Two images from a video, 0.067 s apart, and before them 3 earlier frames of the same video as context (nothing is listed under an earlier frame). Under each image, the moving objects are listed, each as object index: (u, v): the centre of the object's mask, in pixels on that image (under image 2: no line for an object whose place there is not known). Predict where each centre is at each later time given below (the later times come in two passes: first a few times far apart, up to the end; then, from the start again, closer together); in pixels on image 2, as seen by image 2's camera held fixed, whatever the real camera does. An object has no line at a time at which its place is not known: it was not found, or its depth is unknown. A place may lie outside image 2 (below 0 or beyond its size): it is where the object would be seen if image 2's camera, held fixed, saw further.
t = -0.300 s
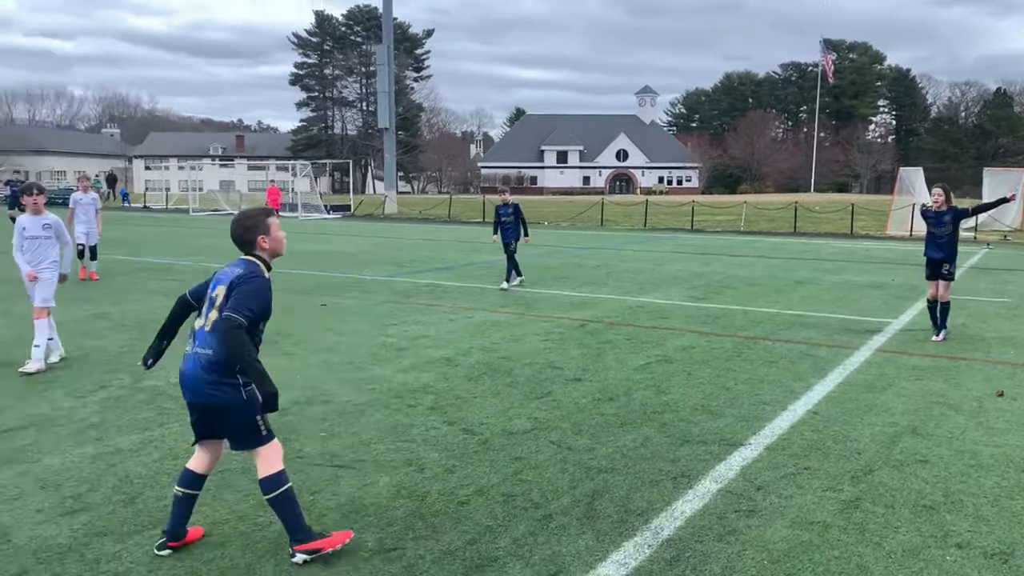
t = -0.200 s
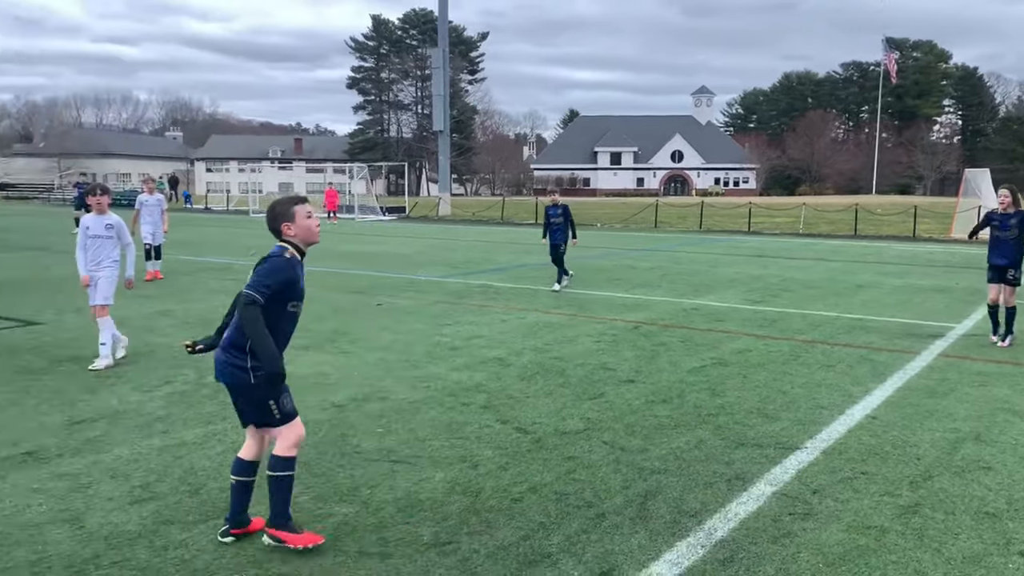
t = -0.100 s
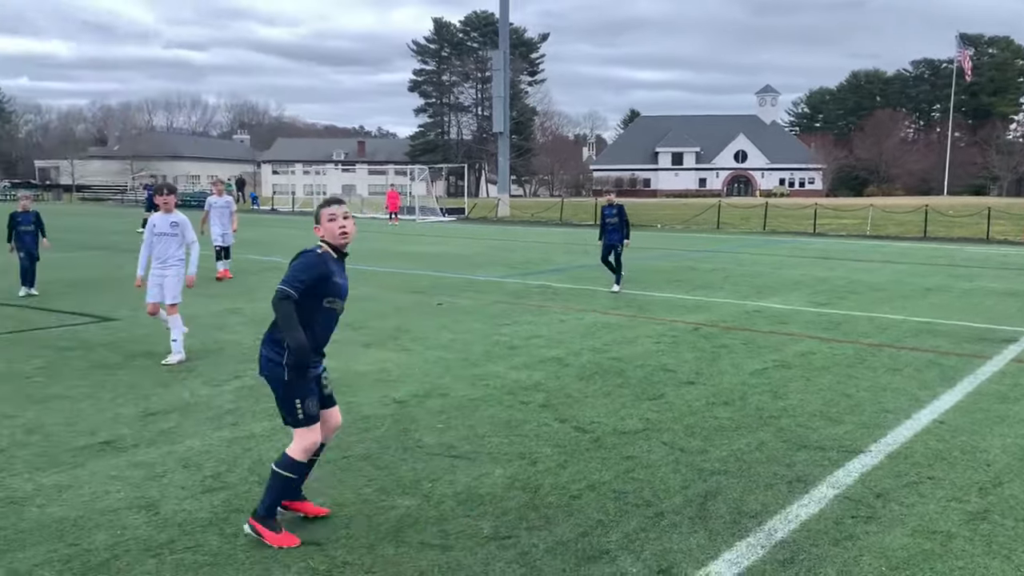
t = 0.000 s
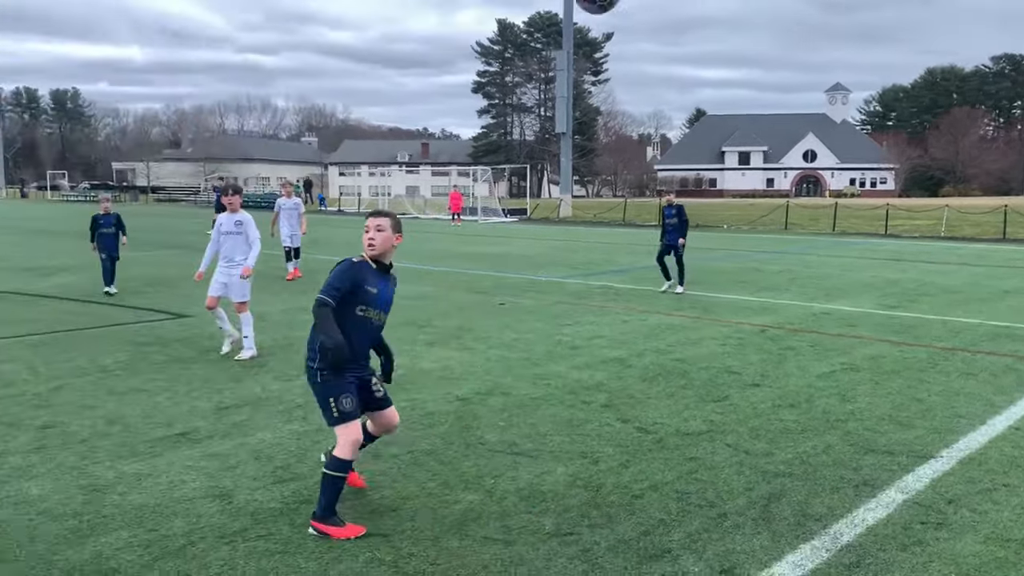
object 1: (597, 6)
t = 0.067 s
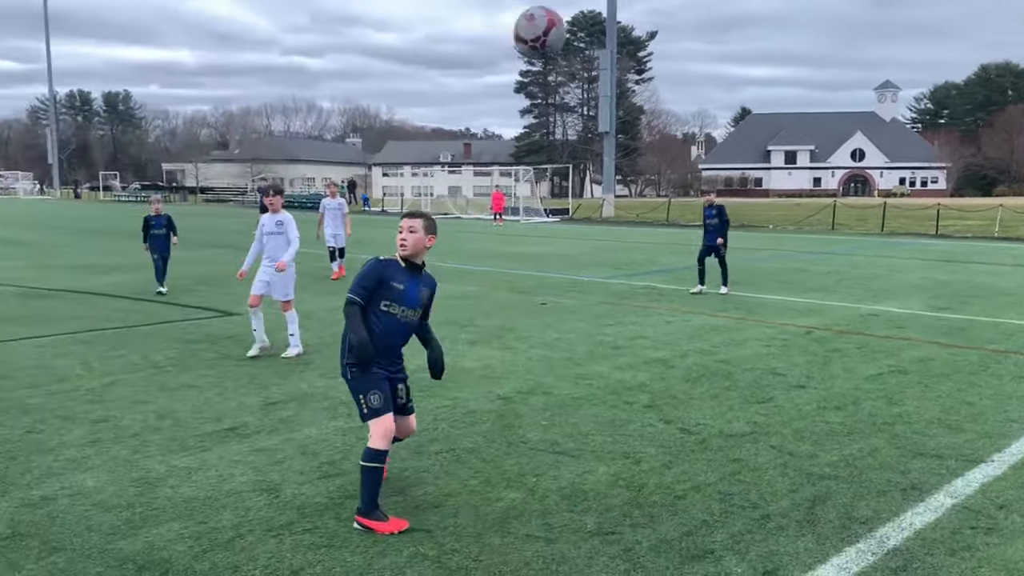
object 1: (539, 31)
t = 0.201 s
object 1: (291, 184)
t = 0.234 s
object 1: (211, 238)
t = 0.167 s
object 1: (361, 137)
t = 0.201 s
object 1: (291, 184)
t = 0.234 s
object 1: (211, 238)
